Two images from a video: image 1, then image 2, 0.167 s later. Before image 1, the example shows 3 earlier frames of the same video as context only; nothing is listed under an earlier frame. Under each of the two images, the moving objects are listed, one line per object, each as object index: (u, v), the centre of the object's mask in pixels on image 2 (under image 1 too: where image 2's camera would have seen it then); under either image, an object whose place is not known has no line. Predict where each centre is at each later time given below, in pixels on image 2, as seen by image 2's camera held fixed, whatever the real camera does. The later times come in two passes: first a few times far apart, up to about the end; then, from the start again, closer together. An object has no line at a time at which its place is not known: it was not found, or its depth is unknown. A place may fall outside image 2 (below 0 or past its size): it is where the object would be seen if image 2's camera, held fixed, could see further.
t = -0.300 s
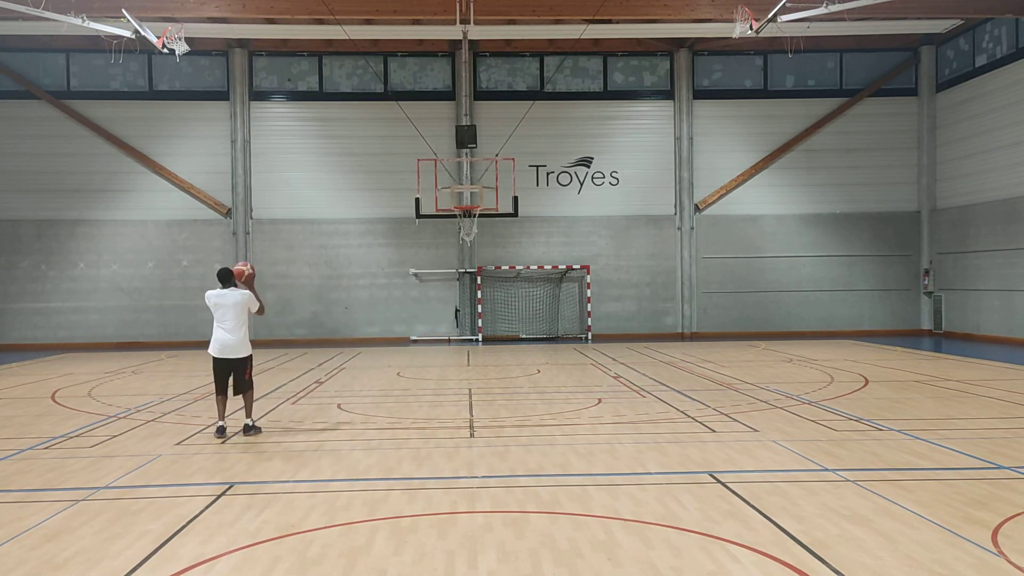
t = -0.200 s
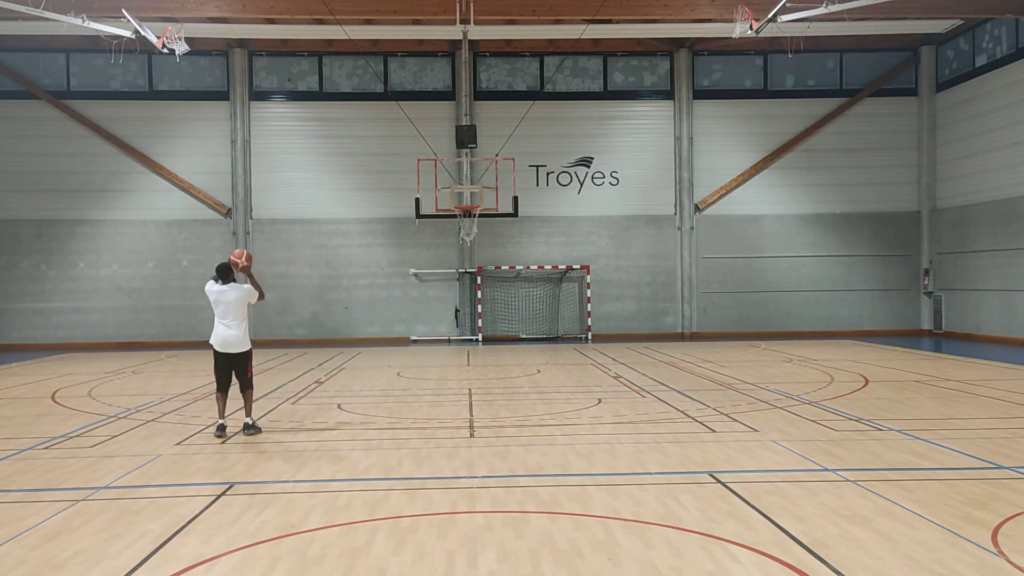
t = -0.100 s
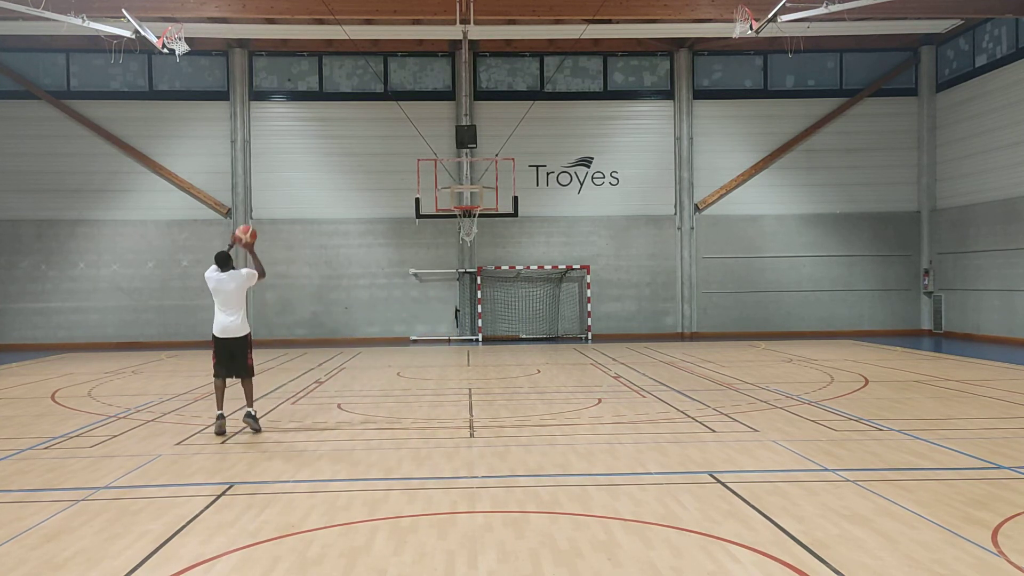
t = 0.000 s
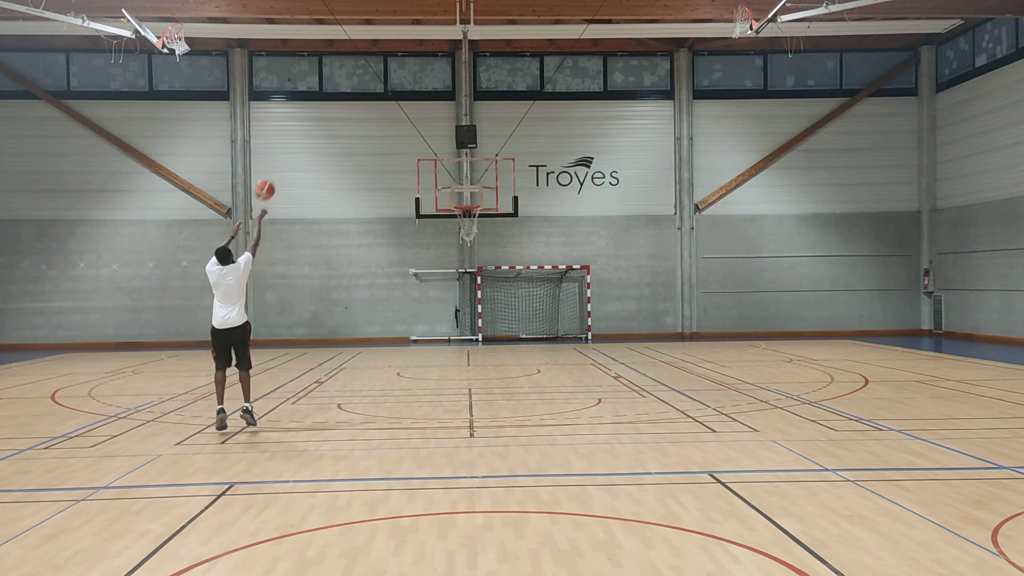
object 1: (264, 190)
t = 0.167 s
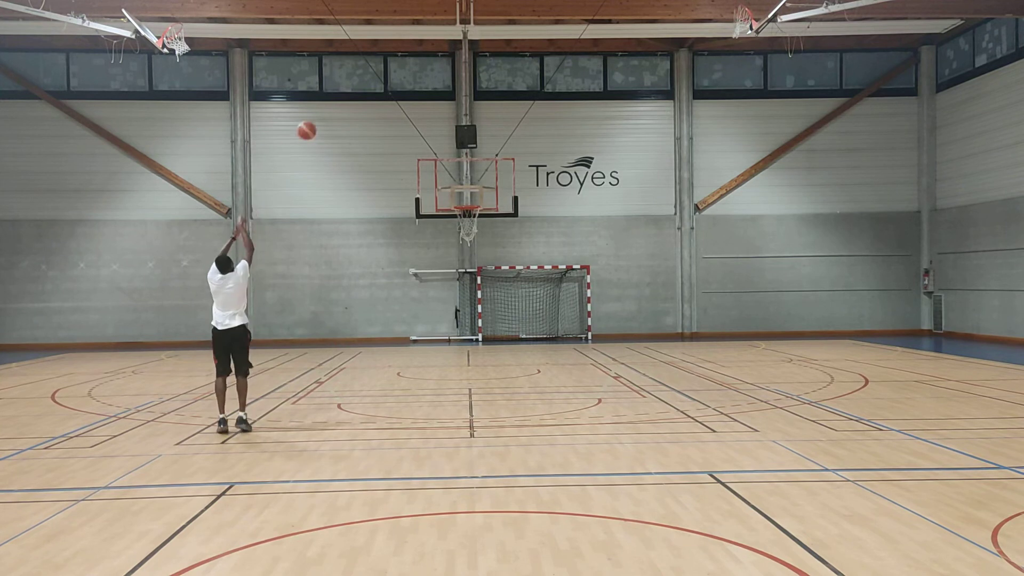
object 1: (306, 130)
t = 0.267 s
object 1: (329, 109)
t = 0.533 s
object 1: (378, 93)
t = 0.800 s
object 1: (417, 122)
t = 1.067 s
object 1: (449, 184)
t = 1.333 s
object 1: (455, 179)
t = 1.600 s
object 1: (454, 176)
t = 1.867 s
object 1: (452, 198)
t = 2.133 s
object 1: (436, 205)
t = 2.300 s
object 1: (426, 228)
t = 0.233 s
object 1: (321, 115)
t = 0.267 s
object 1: (329, 109)
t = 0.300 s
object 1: (335, 103)
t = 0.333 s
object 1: (342, 99)
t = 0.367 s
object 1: (349, 96)
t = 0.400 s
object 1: (354, 94)
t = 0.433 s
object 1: (361, 93)
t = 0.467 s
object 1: (367, 92)
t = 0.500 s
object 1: (372, 92)
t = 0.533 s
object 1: (378, 93)
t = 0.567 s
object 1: (383, 94)
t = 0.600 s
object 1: (388, 96)
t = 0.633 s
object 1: (393, 99)
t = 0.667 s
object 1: (398, 102)
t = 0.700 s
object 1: (403, 106)
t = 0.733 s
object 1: (408, 111)
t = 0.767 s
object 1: (412, 116)
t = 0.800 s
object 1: (417, 122)
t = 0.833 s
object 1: (421, 128)
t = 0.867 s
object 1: (425, 134)
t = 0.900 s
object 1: (429, 141)
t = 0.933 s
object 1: (434, 149)
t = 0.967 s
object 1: (437, 157)
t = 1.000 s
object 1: (441, 166)
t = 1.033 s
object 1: (445, 176)
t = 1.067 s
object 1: (449, 184)
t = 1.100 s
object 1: (453, 194)
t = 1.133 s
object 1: (455, 201)
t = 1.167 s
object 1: (455, 196)
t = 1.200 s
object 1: (455, 191)
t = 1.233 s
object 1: (455, 187)
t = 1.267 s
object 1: (454, 183)
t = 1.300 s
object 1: (454, 181)
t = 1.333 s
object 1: (455, 179)
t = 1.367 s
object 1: (455, 177)
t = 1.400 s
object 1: (454, 176)
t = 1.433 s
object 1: (454, 175)
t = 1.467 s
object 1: (455, 176)
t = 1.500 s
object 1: (454, 176)
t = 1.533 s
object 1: (454, 176)
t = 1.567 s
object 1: (454, 176)
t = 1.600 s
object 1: (454, 176)
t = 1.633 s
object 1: (453, 176)
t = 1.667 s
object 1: (453, 177)
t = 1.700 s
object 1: (453, 179)
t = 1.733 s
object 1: (453, 182)
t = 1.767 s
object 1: (452, 185)
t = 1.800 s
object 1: (452, 189)
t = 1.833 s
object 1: (452, 193)
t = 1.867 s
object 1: (452, 198)
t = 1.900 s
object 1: (450, 200)
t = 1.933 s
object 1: (449, 199)
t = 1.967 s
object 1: (446, 198)
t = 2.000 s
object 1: (444, 198)
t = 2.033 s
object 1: (442, 199)
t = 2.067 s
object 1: (440, 200)
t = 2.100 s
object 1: (438, 203)
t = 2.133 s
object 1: (436, 205)
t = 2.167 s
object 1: (434, 209)
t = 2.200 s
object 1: (432, 212)
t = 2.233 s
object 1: (430, 217)
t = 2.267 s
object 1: (428, 222)
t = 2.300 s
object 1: (426, 228)
